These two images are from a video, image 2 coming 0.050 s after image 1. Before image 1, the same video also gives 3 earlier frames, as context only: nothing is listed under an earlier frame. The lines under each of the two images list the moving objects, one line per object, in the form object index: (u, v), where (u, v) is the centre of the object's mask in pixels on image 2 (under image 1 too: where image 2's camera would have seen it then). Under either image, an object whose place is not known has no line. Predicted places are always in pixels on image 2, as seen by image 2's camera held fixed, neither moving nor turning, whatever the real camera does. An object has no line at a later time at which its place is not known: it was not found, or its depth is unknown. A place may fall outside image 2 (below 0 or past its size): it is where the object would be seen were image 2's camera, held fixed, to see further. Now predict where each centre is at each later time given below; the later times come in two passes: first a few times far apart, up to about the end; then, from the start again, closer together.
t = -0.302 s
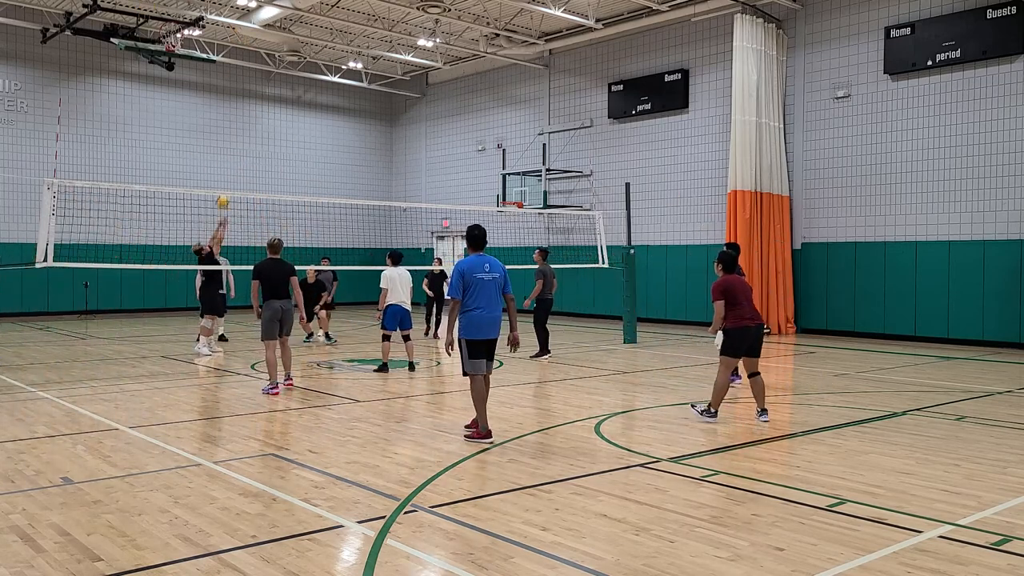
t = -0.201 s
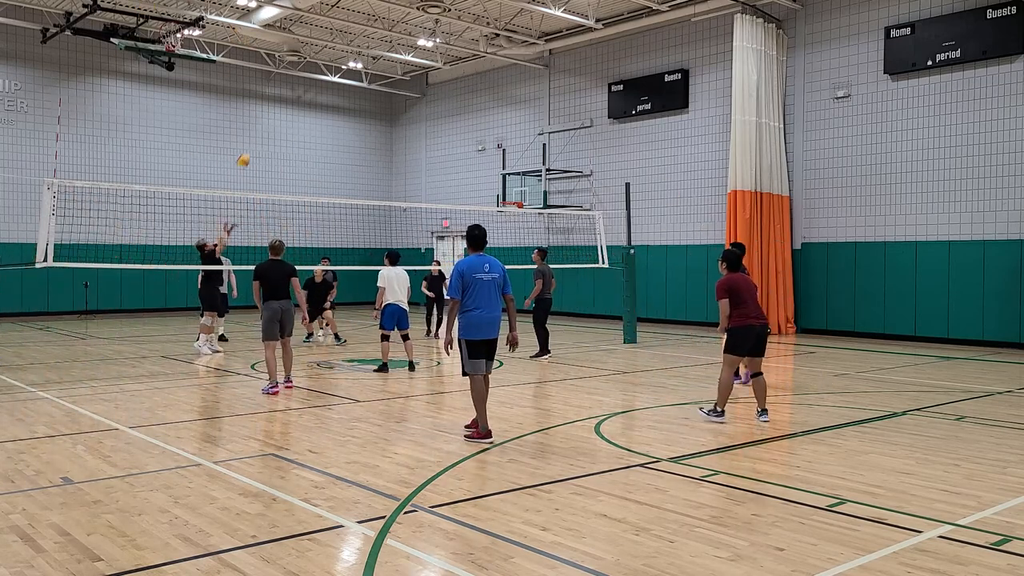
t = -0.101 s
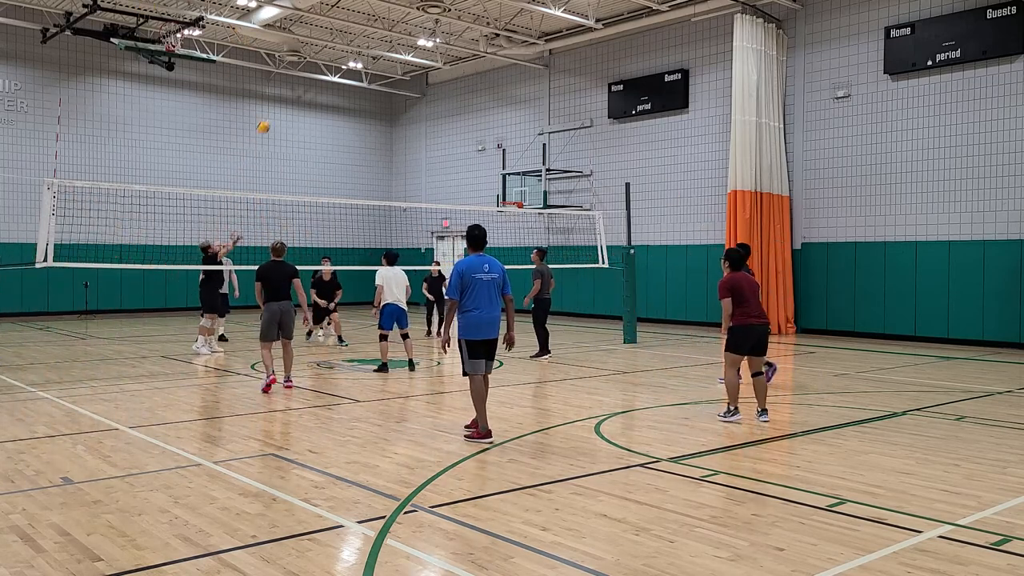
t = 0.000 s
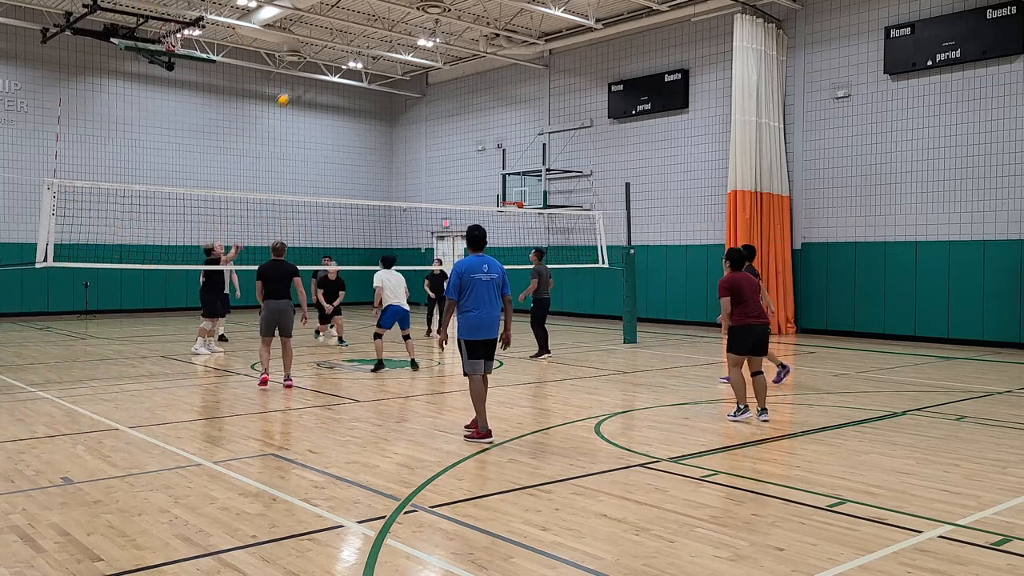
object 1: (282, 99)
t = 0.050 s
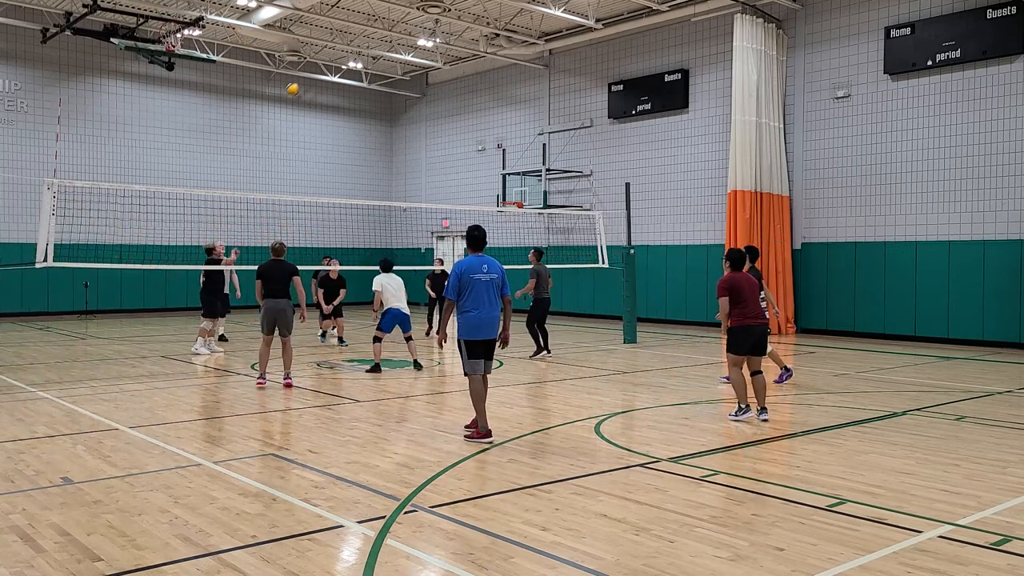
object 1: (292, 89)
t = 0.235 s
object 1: (324, 64)
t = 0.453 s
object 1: (359, 57)
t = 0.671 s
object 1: (392, 80)
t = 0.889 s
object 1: (422, 123)
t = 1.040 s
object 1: (441, 166)
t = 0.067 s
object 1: (295, 85)
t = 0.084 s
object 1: (298, 83)
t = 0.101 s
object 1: (301, 80)
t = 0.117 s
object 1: (304, 78)
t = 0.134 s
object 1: (307, 75)
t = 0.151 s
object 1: (310, 73)
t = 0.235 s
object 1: (324, 64)
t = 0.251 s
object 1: (327, 62)
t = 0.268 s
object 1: (330, 61)
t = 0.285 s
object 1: (333, 60)
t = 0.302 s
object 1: (336, 59)
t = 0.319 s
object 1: (339, 58)
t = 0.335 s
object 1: (341, 58)
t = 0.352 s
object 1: (344, 58)
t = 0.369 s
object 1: (346, 57)
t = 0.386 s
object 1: (349, 56)
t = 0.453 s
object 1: (359, 57)
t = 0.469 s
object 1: (361, 58)
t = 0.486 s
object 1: (364, 59)
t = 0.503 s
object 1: (367, 60)
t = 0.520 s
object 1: (370, 61)
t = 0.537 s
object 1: (372, 62)
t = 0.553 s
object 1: (375, 64)
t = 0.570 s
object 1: (377, 65)
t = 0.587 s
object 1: (380, 68)
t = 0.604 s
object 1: (382, 71)
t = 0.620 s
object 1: (385, 72)
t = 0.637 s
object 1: (387, 74)
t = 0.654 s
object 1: (390, 77)
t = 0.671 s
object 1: (392, 80)
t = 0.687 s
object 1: (394, 82)
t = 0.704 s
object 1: (397, 84)
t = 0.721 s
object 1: (399, 87)
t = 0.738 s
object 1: (402, 91)
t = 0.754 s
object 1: (404, 94)
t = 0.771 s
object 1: (406, 97)
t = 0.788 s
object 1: (409, 101)
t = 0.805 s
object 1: (411, 104)
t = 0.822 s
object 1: (413, 108)
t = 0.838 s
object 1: (415, 111)
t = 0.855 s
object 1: (417, 115)
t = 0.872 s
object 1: (420, 119)
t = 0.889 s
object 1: (422, 123)
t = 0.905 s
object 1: (424, 127)
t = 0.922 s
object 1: (426, 132)
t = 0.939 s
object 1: (428, 136)
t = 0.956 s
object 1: (430, 140)
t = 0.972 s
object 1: (433, 145)
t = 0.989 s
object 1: (435, 150)
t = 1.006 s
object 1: (437, 155)
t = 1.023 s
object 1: (439, 160)
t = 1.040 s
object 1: (441, 166)
